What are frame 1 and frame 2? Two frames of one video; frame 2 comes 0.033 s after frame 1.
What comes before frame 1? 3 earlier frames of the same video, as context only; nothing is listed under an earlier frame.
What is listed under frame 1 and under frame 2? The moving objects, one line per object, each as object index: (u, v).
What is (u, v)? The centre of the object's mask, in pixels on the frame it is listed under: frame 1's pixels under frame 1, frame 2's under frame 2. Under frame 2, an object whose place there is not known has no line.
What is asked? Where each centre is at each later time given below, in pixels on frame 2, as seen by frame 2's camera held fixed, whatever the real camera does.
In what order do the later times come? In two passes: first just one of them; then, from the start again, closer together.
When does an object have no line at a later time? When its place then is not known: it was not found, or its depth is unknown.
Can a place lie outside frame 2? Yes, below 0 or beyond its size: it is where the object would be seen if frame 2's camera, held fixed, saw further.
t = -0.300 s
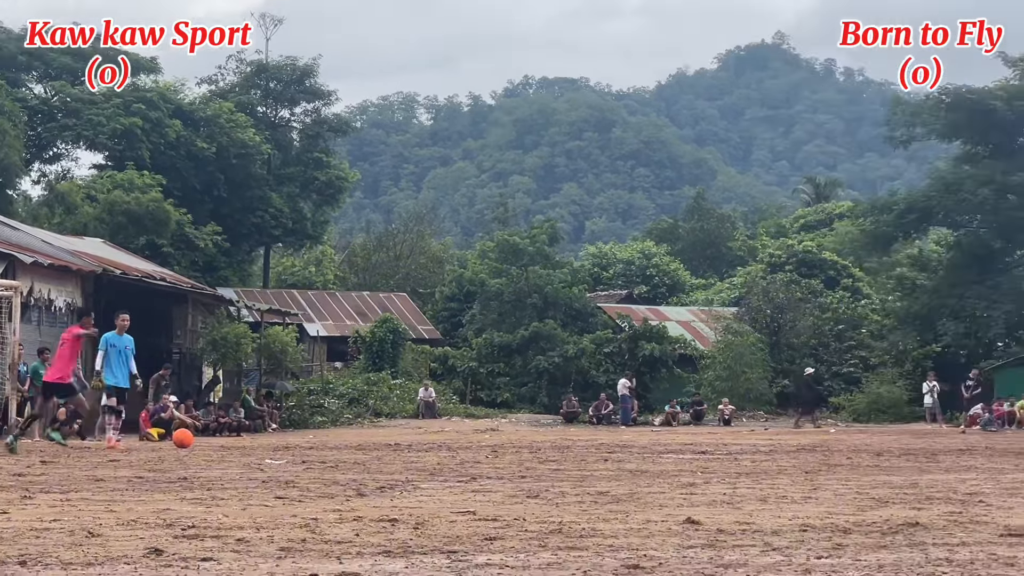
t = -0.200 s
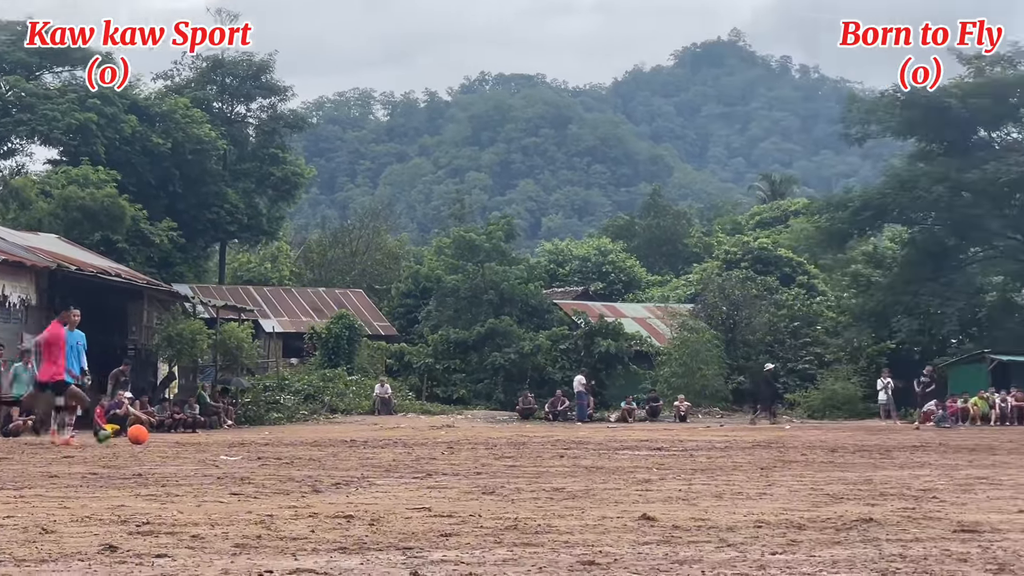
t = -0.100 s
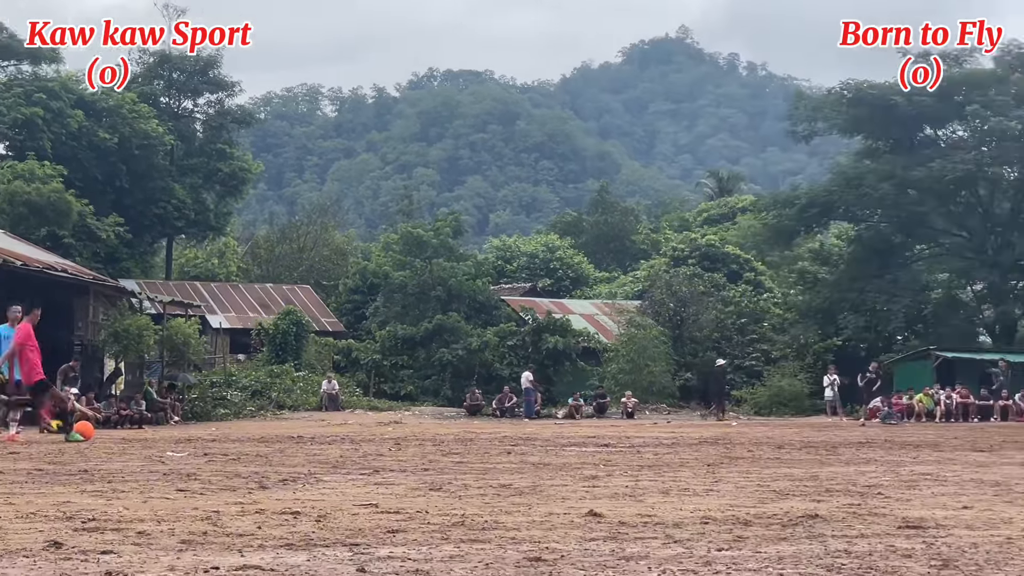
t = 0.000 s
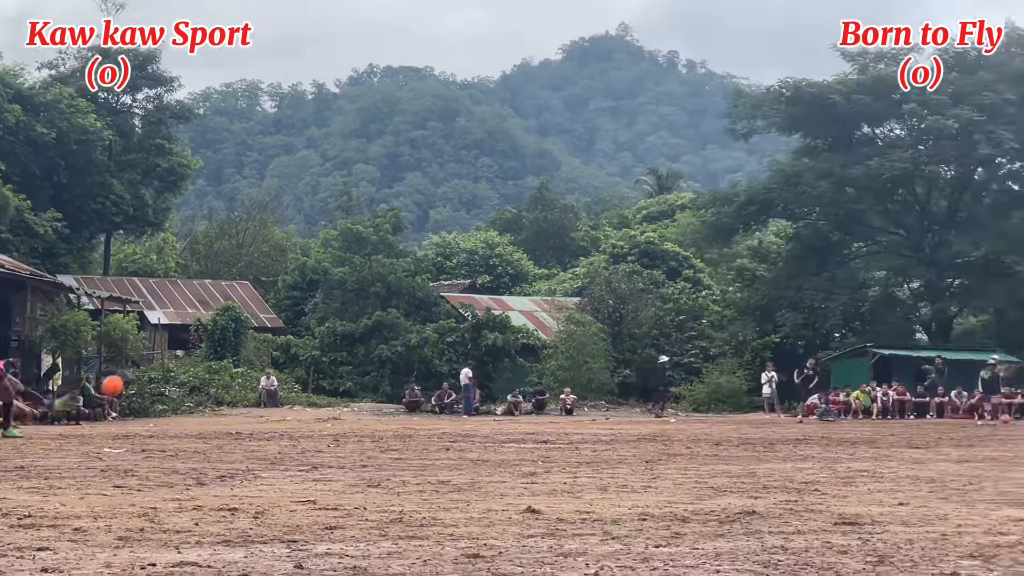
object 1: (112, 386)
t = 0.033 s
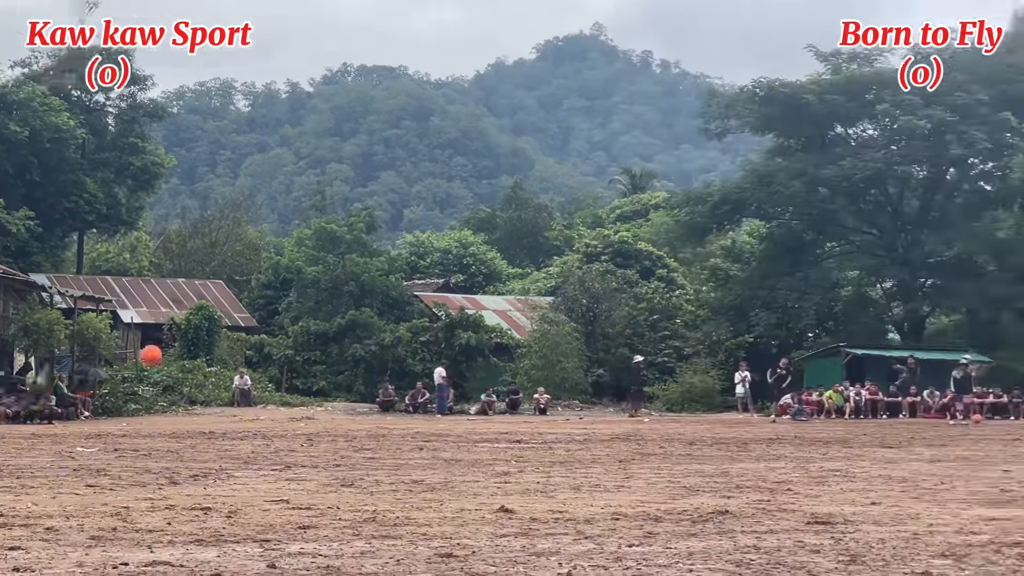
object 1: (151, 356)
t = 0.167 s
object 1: (405, 246)
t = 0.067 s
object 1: (216, 329)
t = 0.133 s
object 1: (344, 273)
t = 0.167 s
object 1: (405, 246)
